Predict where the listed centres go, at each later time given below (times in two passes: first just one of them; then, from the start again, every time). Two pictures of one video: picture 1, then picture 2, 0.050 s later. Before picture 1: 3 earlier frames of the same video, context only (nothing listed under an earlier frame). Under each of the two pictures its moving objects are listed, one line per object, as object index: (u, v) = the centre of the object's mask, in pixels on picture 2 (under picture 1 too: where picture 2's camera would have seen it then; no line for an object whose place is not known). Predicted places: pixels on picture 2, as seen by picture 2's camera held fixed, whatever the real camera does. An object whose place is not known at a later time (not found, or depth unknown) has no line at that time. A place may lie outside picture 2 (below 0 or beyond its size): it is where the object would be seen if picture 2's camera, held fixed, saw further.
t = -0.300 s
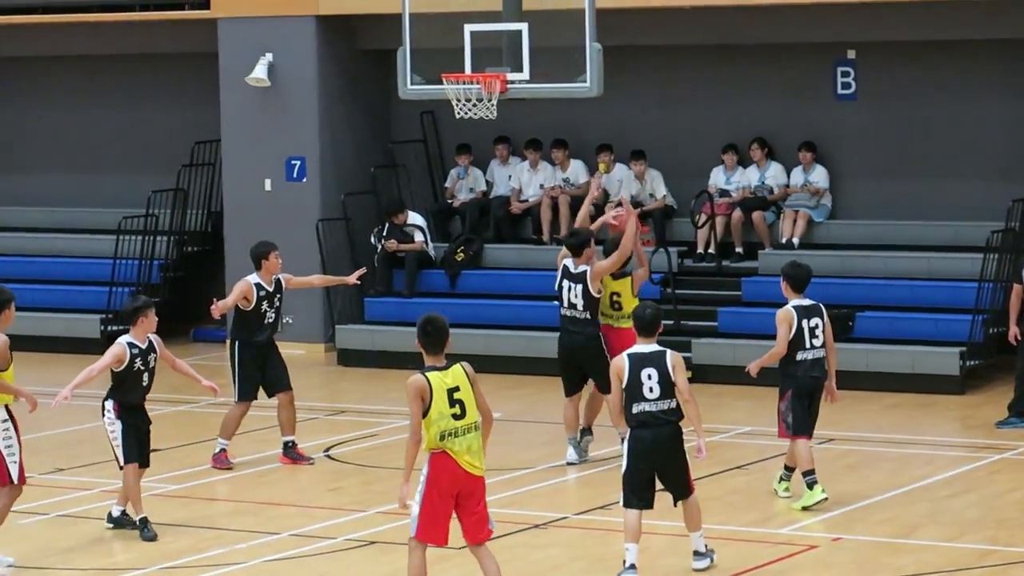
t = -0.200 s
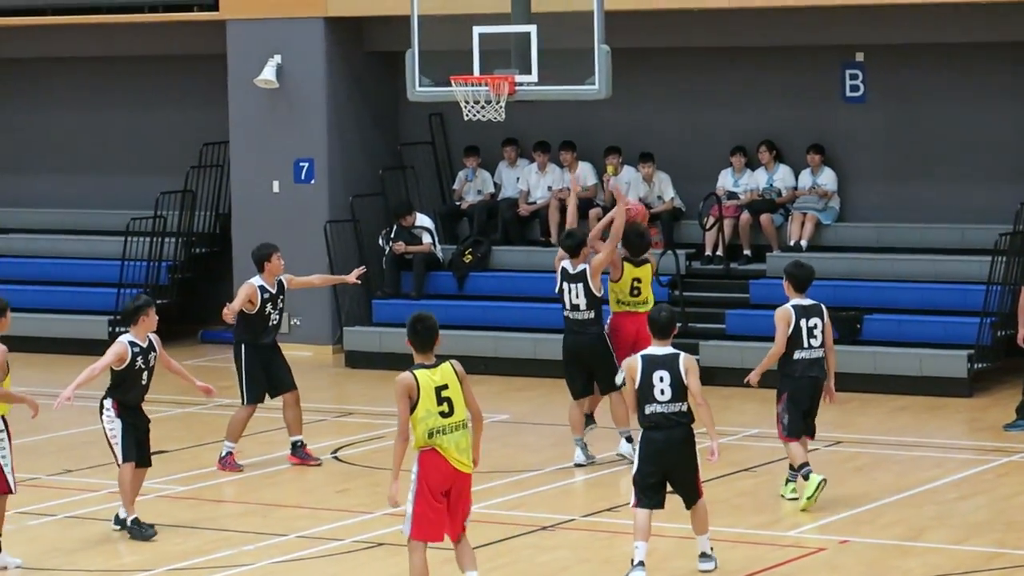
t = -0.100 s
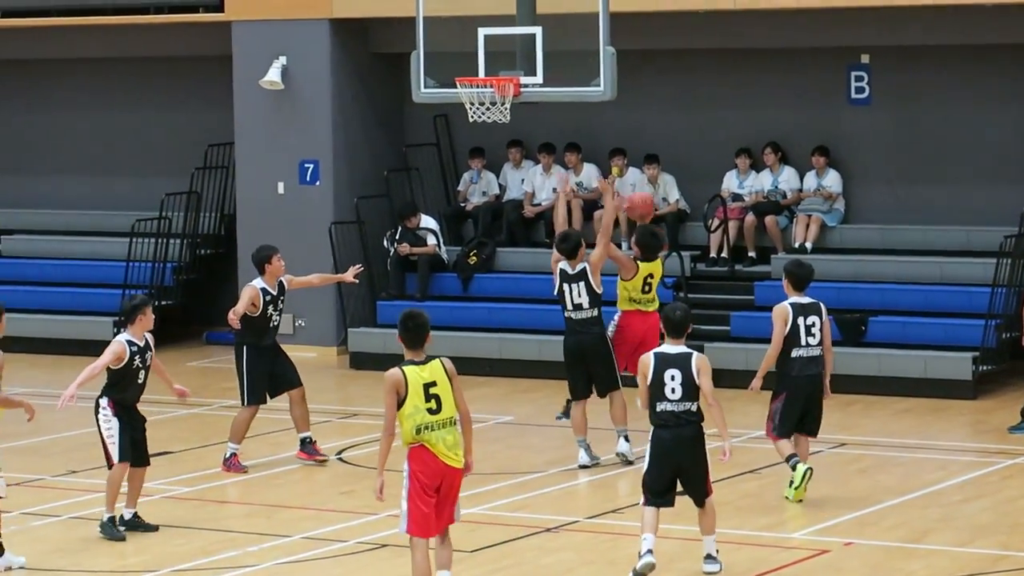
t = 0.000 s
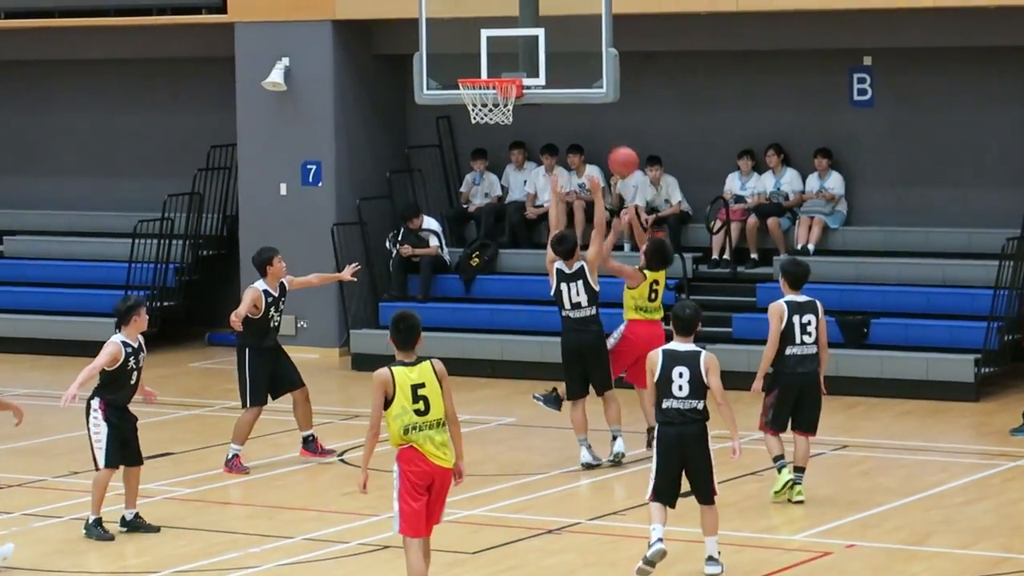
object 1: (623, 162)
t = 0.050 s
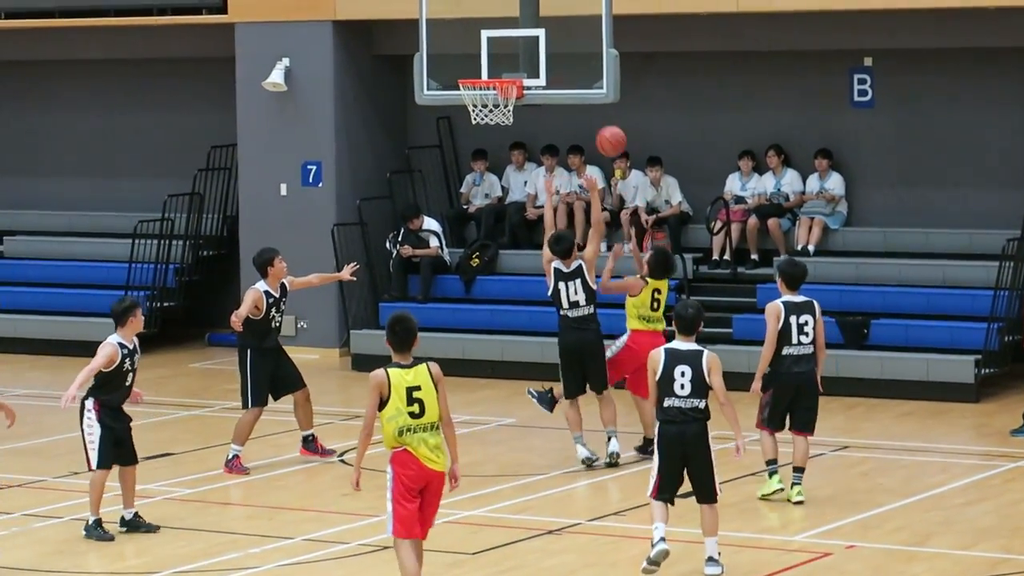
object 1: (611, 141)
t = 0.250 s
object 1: (562, 85)
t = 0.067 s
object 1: (607, 135)
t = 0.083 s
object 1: (603, 128)
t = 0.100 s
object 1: (599, 122)
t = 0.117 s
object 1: (595, 117)
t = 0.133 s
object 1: (591, 112)
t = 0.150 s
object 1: (586, 108)
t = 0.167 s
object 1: (583, 103)
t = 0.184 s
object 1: (579, 99)
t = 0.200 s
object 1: (575, 95)
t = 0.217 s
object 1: (570, 91)
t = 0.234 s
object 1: (567, 88)
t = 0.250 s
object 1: (562, 85)
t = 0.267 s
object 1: (559, 83)
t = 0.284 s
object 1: (555, 81)
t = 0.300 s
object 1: (551, 79)
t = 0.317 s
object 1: (547, 78)
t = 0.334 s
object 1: (543, 77)
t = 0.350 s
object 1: (539, 76)
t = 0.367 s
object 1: (535, 76)
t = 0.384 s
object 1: (531, 76)
